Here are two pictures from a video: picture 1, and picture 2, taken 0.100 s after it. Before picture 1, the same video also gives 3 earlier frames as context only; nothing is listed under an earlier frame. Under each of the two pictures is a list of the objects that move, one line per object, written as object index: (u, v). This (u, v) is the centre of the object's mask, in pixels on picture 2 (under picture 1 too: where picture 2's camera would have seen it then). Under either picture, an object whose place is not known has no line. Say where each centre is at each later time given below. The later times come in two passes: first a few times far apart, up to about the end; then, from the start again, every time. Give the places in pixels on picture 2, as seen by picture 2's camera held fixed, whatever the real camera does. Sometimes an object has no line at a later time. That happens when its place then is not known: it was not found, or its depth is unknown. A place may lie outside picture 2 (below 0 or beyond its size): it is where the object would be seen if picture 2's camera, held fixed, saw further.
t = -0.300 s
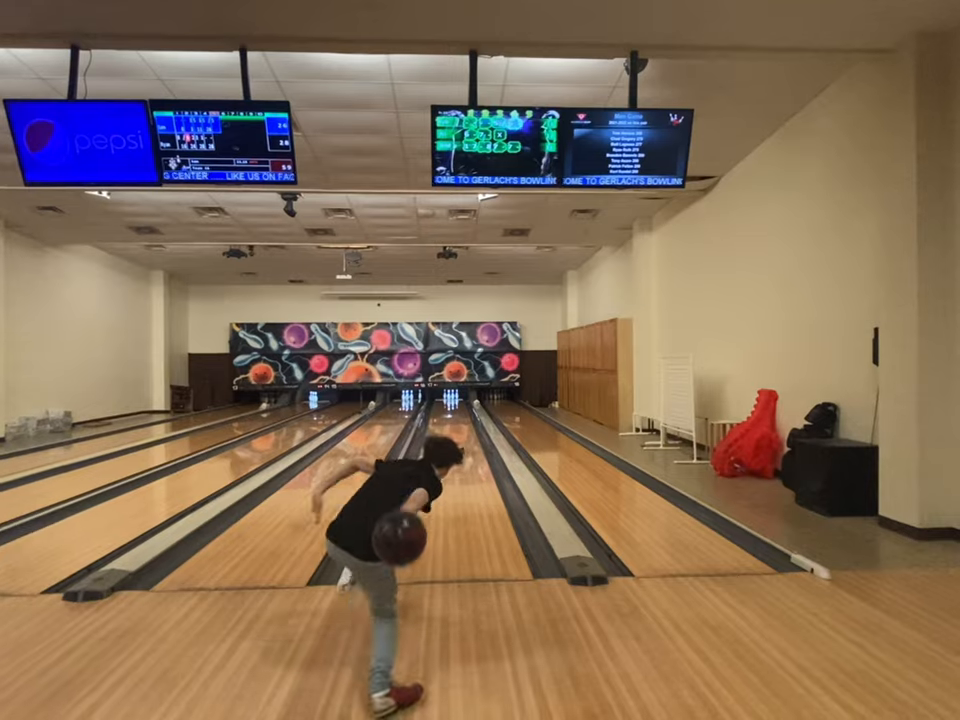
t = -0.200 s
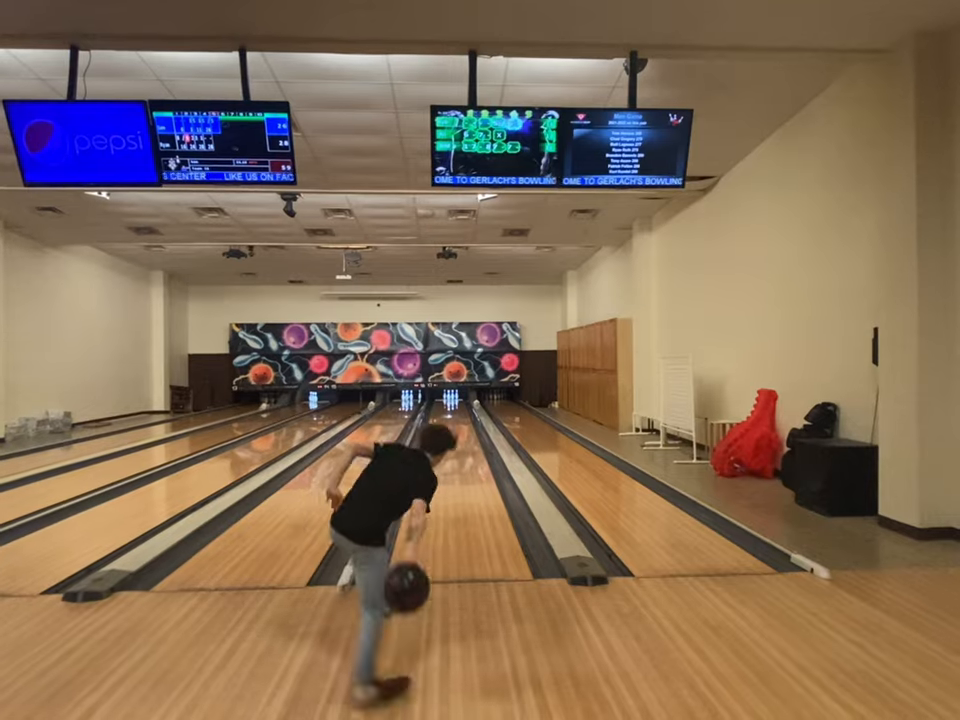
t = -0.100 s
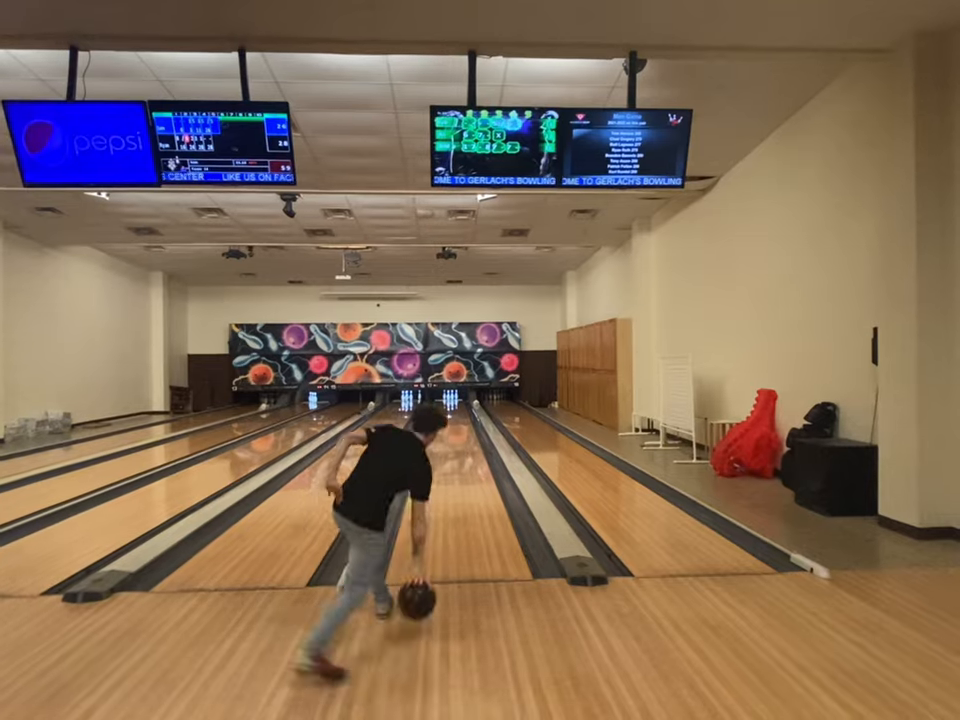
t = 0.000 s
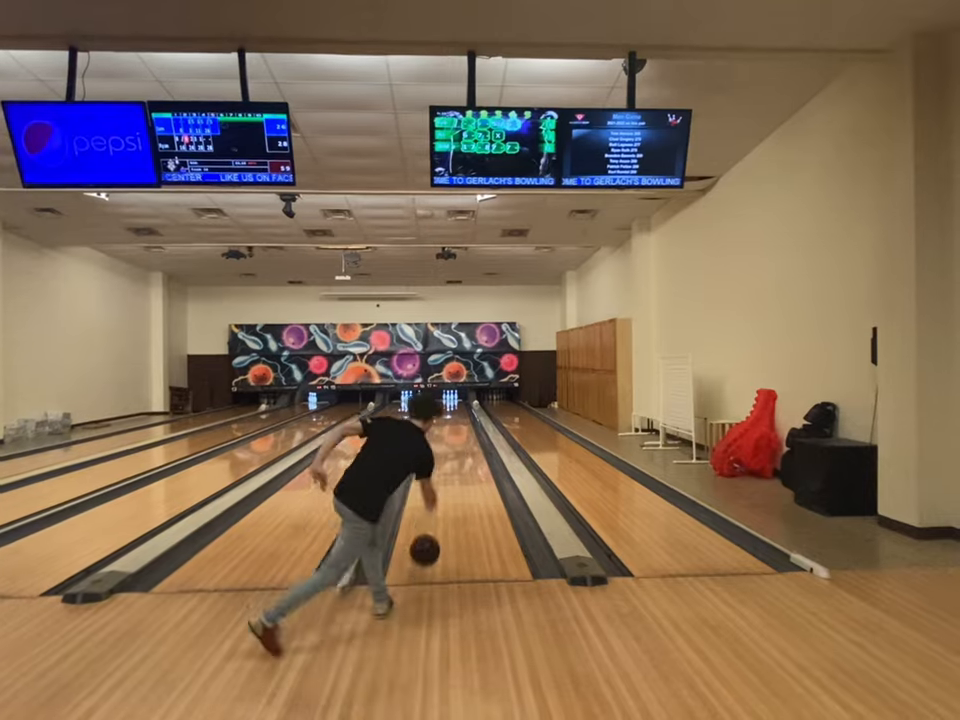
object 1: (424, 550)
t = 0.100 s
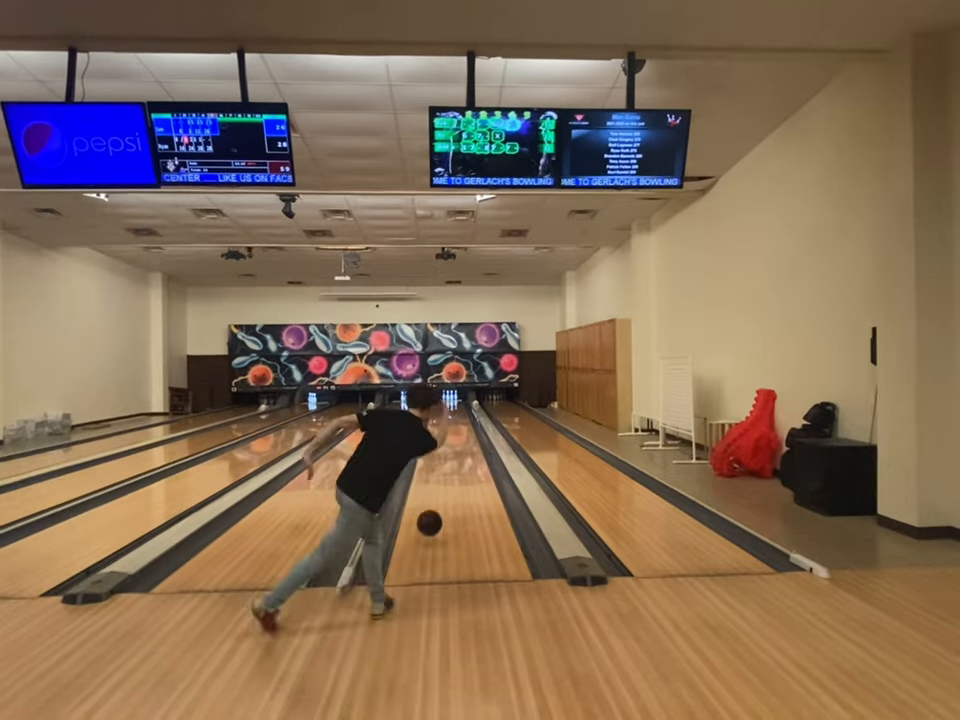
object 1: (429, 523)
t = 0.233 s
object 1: (433, 499)
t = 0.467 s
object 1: (437, 464)
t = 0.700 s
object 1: (441, 443)
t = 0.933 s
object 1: (442, 429)
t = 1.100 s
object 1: (444, 421)
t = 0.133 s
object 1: (431, 518)
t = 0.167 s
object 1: (432, 514)
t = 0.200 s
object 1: (433, 506)
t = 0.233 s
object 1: (433, 499)
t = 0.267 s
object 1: (434, 493)
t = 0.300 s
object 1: (435, 487)
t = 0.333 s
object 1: (435, 482)
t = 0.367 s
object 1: (436, 477)
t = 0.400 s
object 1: (437, 472)
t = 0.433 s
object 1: (437, 469)
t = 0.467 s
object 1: (437, 464)
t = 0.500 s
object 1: (438, 461)
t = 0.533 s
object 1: (439, 457)
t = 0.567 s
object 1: (439, 454)
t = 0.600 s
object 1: (440, 451)
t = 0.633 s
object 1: (440, 448)
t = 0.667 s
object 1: (439, 443)
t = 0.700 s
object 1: (441, 443)
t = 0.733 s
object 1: (441, 441)
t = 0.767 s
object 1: (441, 438)
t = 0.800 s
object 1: (442, 436)
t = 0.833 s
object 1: (442, 434)
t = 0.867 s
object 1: (442, 433)
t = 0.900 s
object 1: (442, 431)
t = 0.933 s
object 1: (442, 429)
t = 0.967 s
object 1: (443, 427)
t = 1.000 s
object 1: (443, 426)
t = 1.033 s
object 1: (443, 425)
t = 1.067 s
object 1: (443, 423)
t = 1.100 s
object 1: (444, 421)
